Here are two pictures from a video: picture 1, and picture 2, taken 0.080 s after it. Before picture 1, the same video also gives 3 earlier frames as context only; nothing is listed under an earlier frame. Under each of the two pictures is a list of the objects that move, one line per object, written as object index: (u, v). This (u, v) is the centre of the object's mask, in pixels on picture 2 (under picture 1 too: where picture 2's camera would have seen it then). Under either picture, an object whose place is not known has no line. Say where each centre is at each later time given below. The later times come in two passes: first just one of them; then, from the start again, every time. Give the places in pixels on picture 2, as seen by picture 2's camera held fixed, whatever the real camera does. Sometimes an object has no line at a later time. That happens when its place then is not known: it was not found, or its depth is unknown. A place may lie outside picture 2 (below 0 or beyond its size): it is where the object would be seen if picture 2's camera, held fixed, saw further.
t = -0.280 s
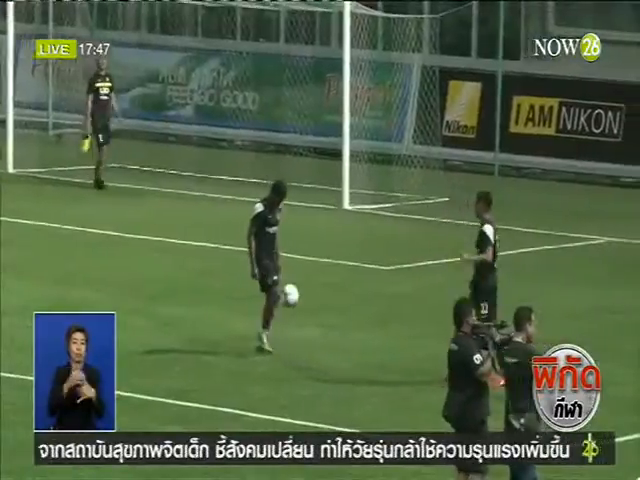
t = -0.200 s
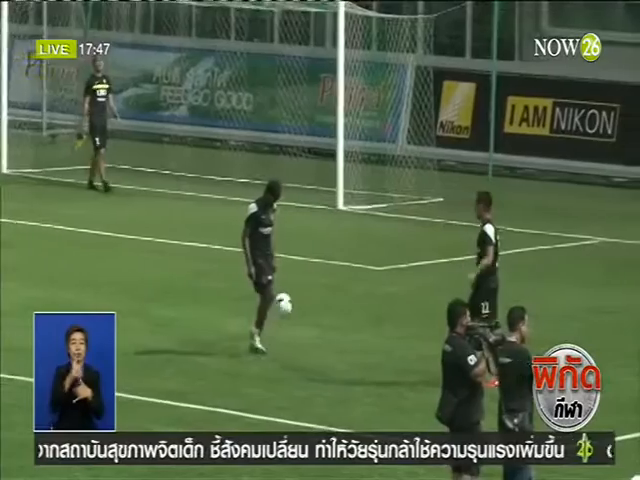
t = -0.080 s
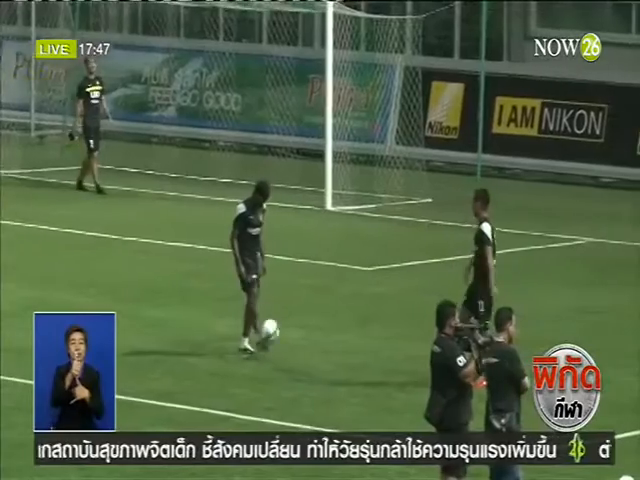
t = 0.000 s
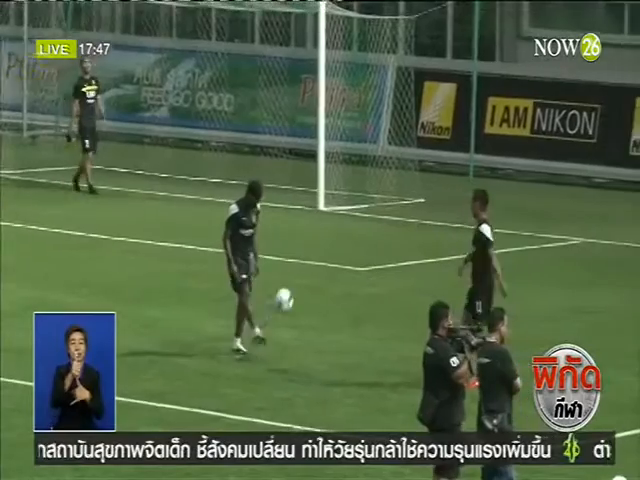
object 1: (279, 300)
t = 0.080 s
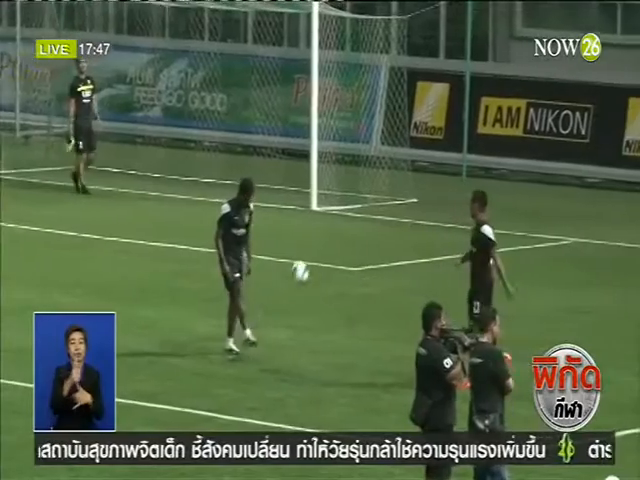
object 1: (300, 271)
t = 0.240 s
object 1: (345, 237)
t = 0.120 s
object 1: (311, 260)
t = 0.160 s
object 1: (322, 251)
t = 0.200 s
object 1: (334, 243)
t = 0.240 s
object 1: (345, 237)
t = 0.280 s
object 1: (356, 233)
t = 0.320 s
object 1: (367, 230)
